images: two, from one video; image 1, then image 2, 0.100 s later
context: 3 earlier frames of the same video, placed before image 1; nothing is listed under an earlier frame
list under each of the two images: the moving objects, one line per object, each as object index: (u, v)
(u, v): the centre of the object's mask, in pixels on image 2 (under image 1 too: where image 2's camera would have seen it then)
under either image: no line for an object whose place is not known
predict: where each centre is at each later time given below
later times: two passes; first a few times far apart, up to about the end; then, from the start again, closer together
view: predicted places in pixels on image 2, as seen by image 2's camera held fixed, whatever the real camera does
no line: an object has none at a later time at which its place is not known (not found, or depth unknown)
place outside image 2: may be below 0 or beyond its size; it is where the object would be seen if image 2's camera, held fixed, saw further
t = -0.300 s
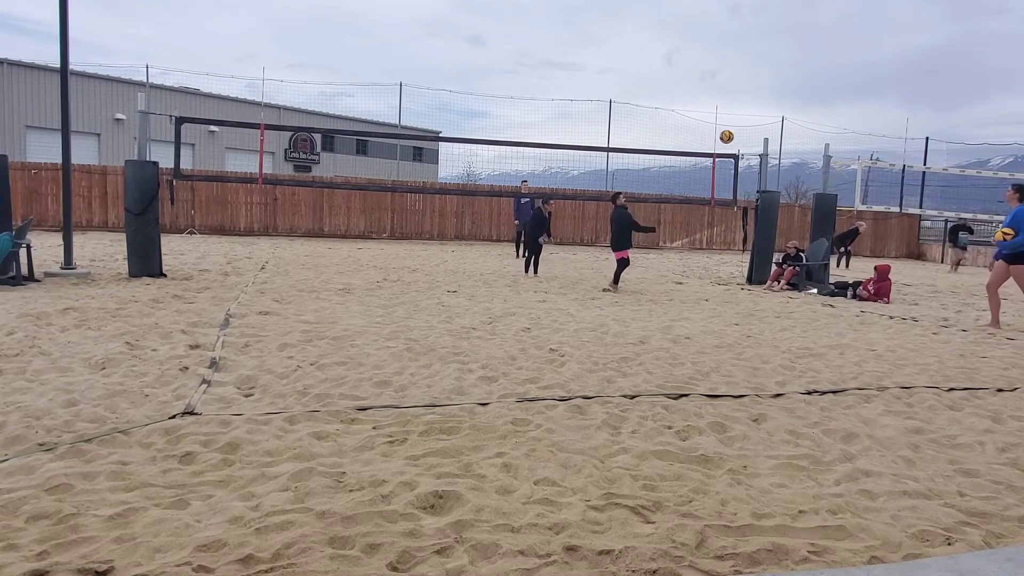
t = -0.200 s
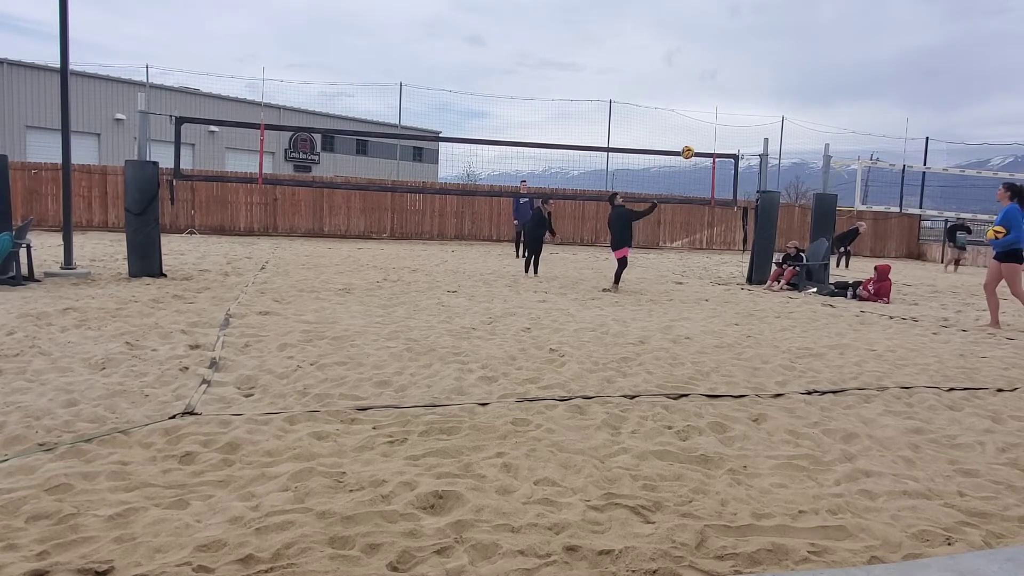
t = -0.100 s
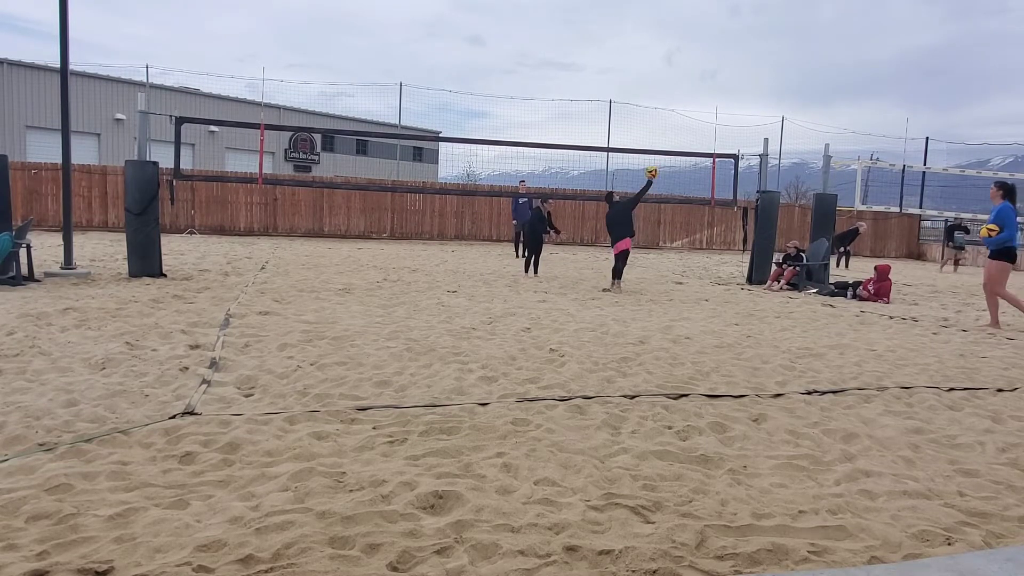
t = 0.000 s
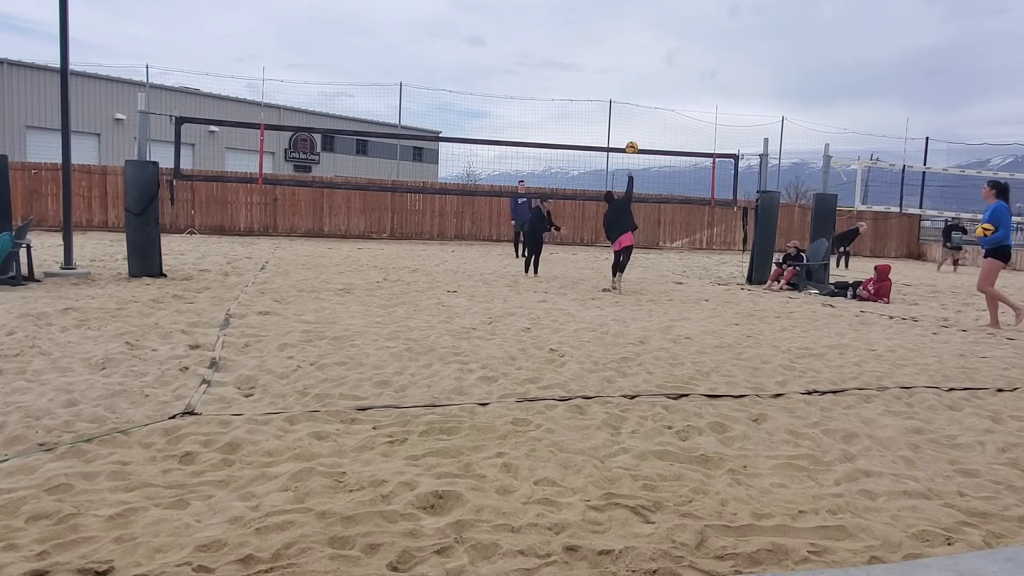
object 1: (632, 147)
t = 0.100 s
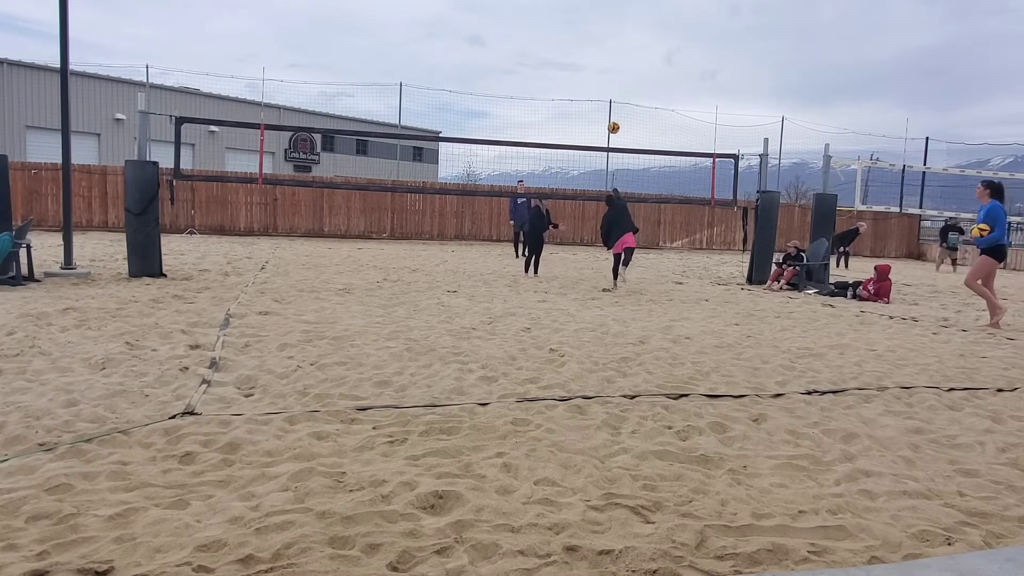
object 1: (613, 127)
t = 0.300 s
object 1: (582, 108)
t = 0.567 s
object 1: (548, 119)
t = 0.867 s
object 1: (517, 168)
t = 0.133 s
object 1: (608, 122)
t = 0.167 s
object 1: (603, 118)
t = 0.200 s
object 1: (597, 114)
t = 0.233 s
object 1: (592, 112)
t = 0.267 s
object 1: (587, 110)
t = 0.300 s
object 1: (582, 108)
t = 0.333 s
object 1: (578, 107)
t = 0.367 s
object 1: (573, 108)
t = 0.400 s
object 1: (568, 108)
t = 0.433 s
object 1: (564, 109)
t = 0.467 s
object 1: (560, 111)
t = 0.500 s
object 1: (556, 113)
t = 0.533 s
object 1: (552, 116)
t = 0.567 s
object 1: (548, 119)
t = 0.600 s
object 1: (544, 123)
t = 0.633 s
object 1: (541, 127)
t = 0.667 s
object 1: (537, 132)
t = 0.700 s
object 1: (533, 137)
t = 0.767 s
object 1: (526, 150)
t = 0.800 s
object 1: (524, 155)
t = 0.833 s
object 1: (520, 161)
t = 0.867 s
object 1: (517, 168)
